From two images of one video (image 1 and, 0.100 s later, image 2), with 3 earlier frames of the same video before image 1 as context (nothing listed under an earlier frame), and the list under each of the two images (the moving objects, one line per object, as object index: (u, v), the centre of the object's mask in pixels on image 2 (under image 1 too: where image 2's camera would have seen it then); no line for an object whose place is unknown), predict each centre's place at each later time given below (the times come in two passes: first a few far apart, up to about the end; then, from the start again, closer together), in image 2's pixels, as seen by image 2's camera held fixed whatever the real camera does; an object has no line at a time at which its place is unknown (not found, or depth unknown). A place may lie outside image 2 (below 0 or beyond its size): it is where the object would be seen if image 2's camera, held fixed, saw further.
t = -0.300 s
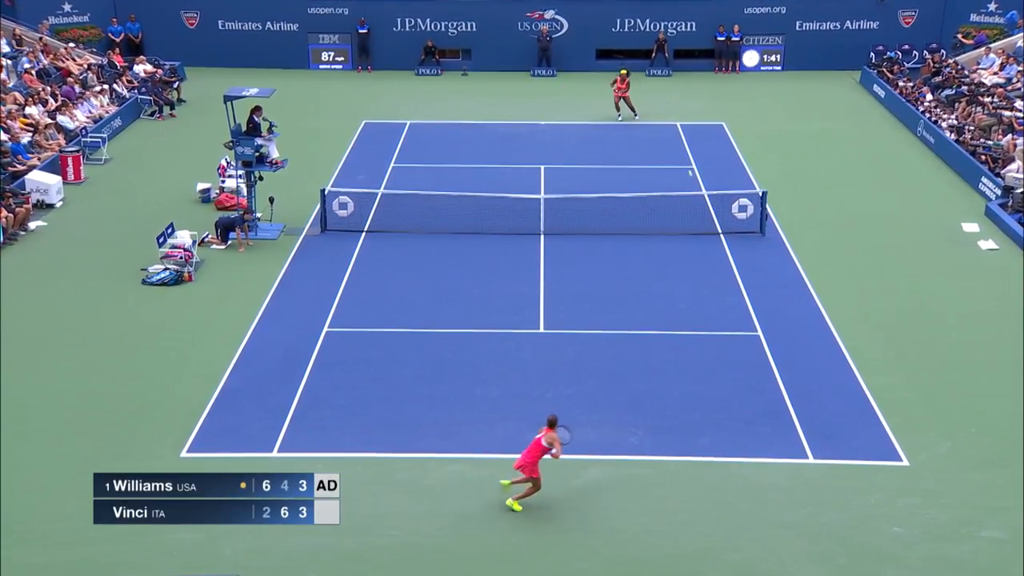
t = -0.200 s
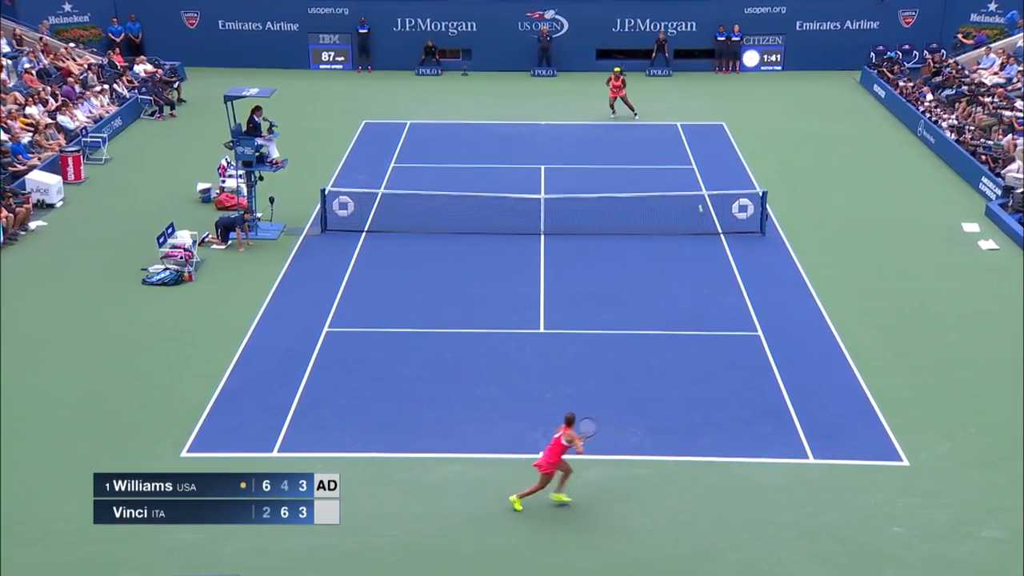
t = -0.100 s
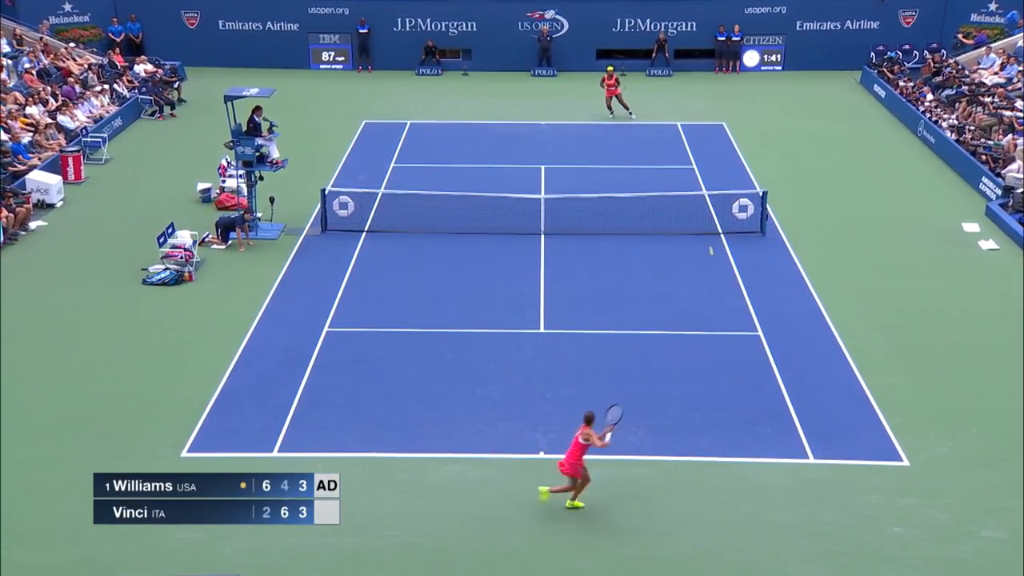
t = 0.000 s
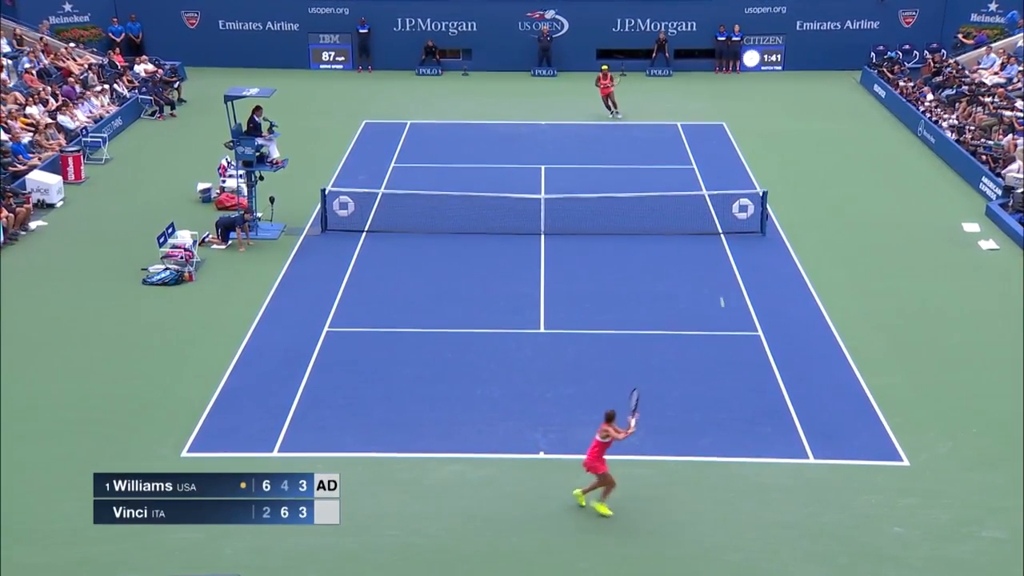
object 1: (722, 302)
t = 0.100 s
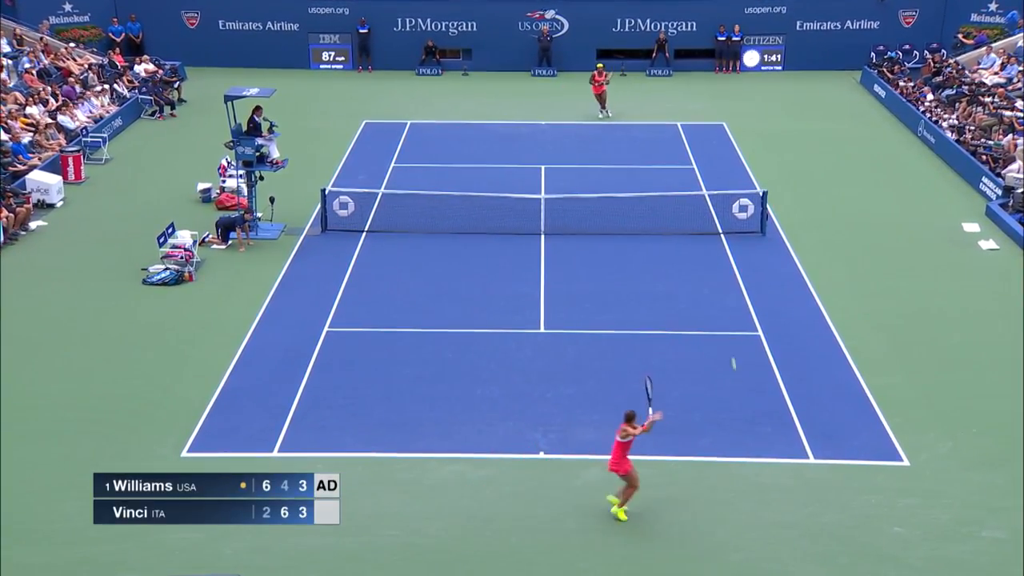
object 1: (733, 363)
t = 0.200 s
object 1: (744, 382)
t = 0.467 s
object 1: (774, 404)
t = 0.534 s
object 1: (781, 418)
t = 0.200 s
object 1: (744, 382)
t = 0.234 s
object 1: (748, 382)
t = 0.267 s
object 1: (751, 382)
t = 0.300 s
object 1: (755, 384)
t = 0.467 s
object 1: (774, 404)
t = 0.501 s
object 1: (777, 410)
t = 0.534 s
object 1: (781, 418)
